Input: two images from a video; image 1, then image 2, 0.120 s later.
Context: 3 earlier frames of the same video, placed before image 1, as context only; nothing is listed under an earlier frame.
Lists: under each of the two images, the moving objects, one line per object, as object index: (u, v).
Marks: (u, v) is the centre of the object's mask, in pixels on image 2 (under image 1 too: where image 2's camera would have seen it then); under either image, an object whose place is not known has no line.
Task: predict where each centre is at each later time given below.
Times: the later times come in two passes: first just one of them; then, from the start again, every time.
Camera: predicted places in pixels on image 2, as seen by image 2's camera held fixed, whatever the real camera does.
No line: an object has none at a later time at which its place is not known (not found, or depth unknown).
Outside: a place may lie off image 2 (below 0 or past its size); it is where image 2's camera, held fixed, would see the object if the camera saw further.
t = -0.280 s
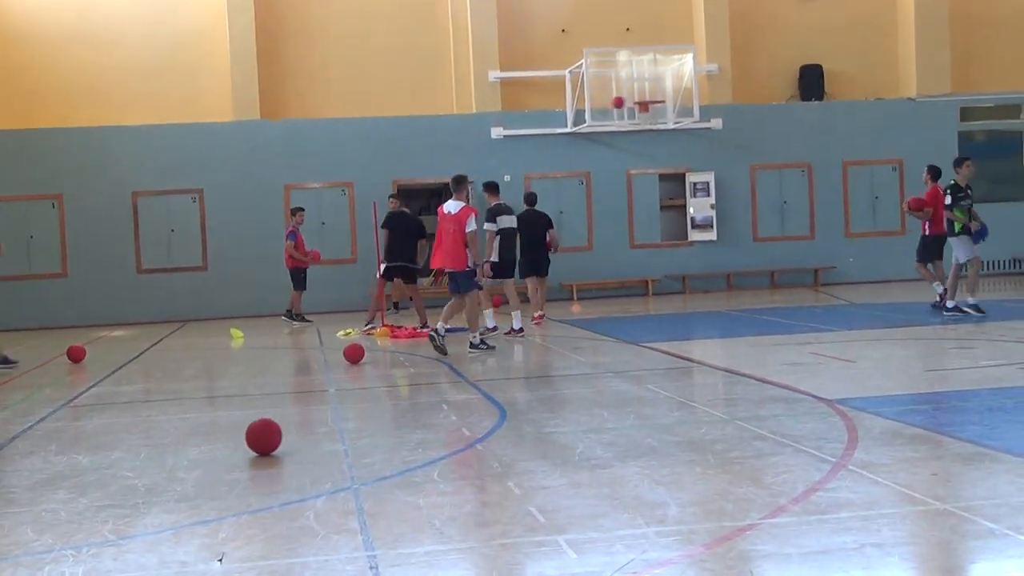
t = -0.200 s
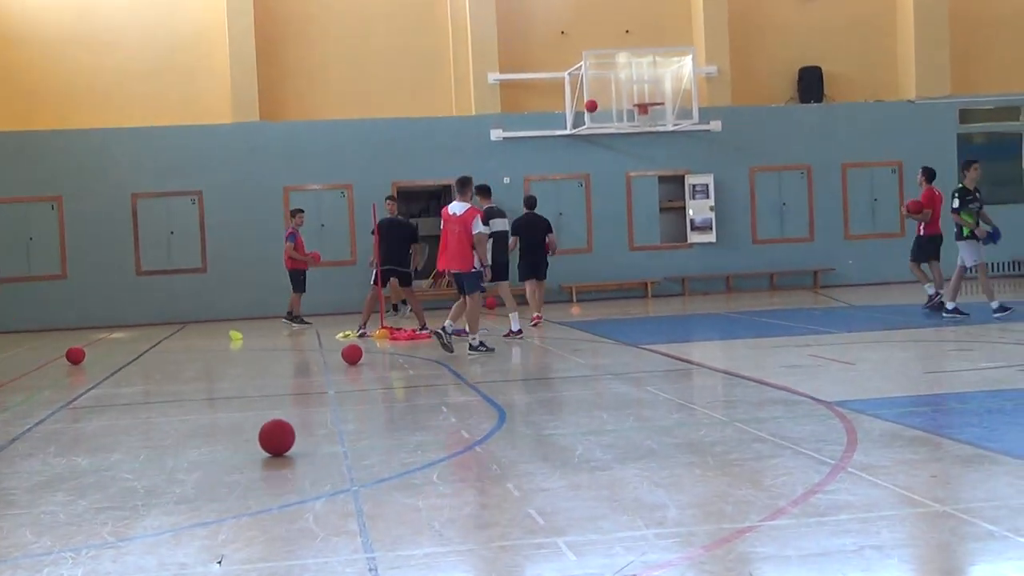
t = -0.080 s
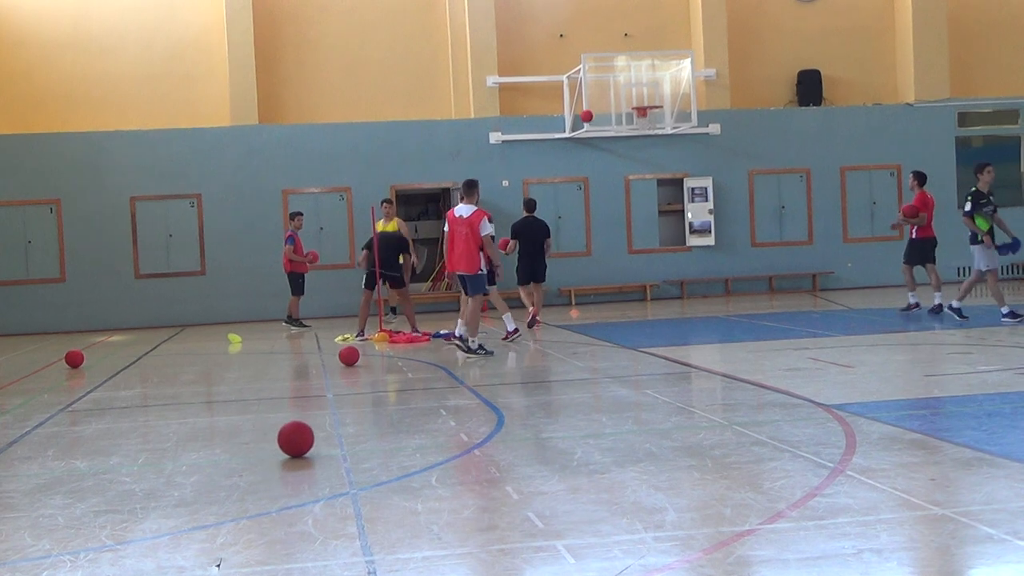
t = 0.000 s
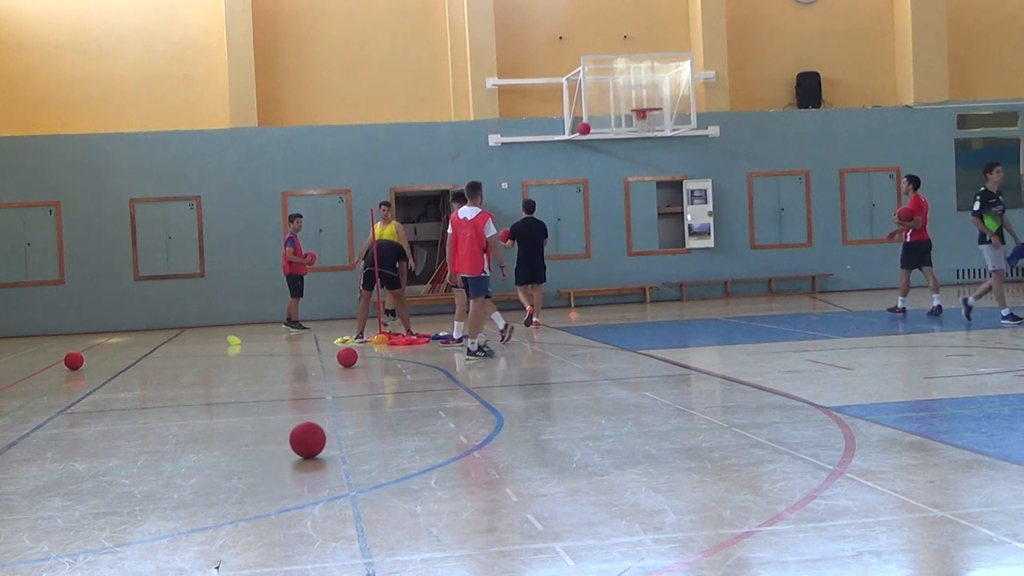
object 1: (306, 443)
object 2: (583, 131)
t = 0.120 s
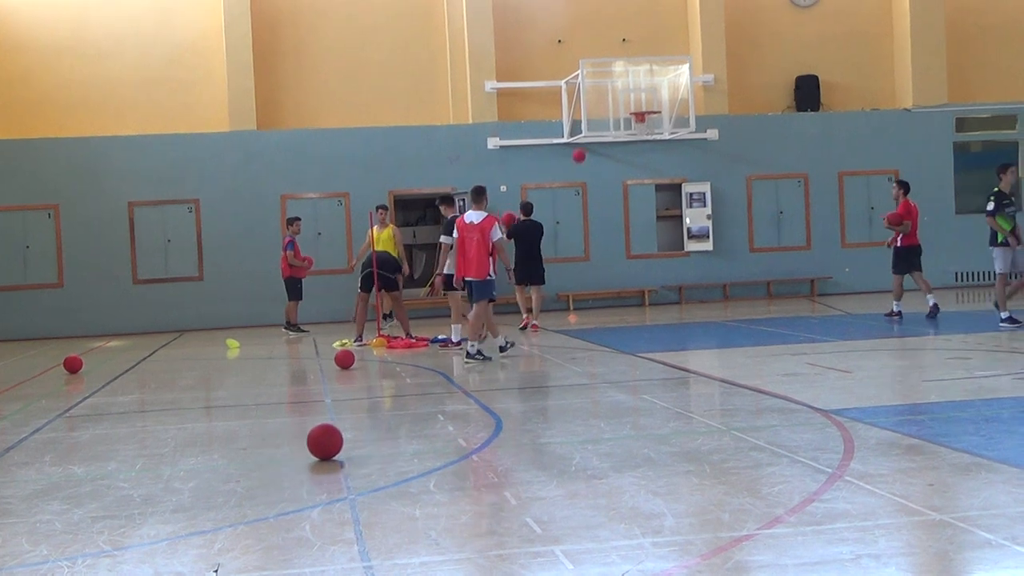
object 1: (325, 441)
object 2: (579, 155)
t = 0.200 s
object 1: (337, 441)
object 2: (576, 177)
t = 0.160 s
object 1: (330, 441)
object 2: (577, 166)
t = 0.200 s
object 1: (337, 441)
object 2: (576, 177)
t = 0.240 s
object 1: (343, 440)
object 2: (575, 190)
